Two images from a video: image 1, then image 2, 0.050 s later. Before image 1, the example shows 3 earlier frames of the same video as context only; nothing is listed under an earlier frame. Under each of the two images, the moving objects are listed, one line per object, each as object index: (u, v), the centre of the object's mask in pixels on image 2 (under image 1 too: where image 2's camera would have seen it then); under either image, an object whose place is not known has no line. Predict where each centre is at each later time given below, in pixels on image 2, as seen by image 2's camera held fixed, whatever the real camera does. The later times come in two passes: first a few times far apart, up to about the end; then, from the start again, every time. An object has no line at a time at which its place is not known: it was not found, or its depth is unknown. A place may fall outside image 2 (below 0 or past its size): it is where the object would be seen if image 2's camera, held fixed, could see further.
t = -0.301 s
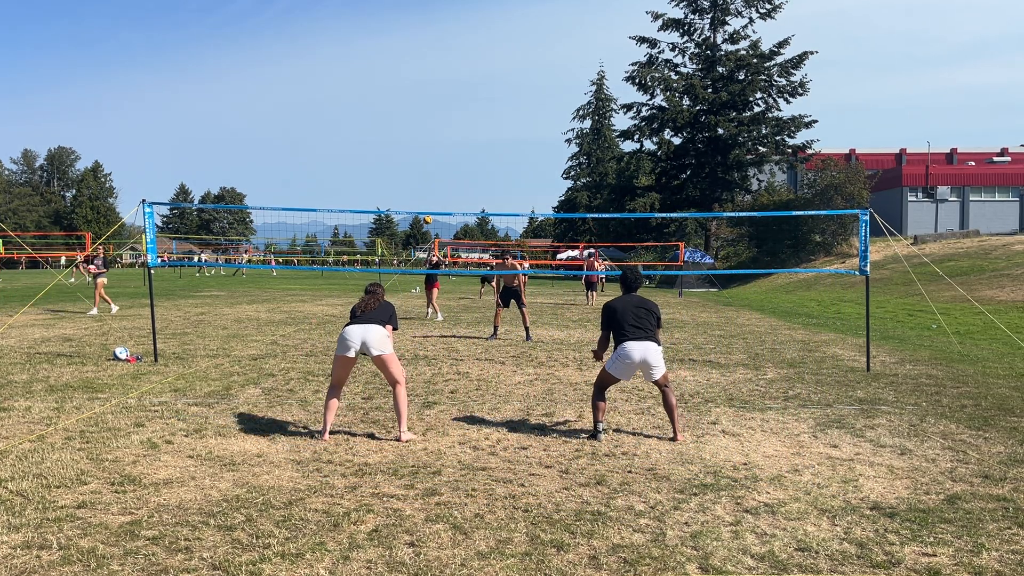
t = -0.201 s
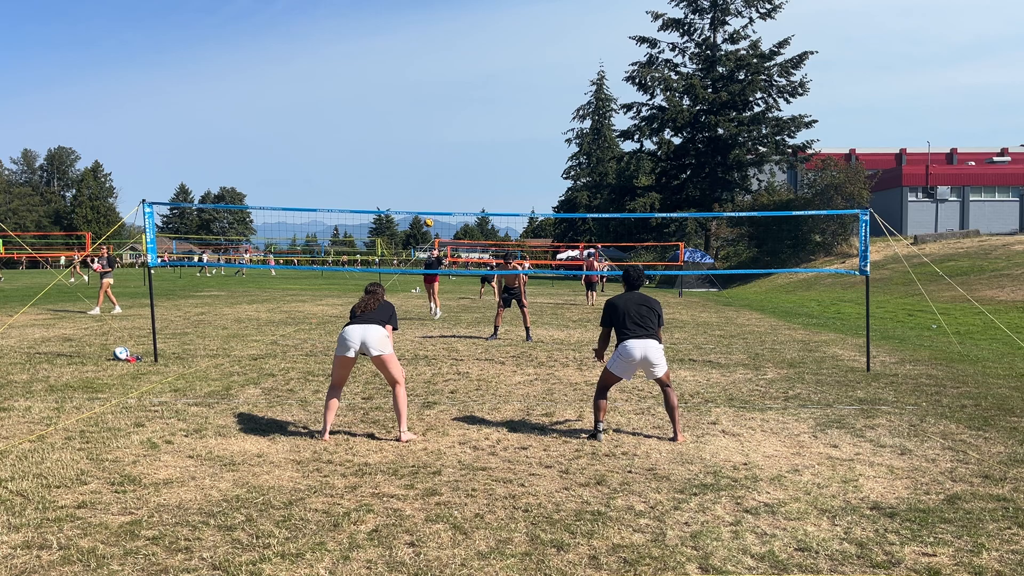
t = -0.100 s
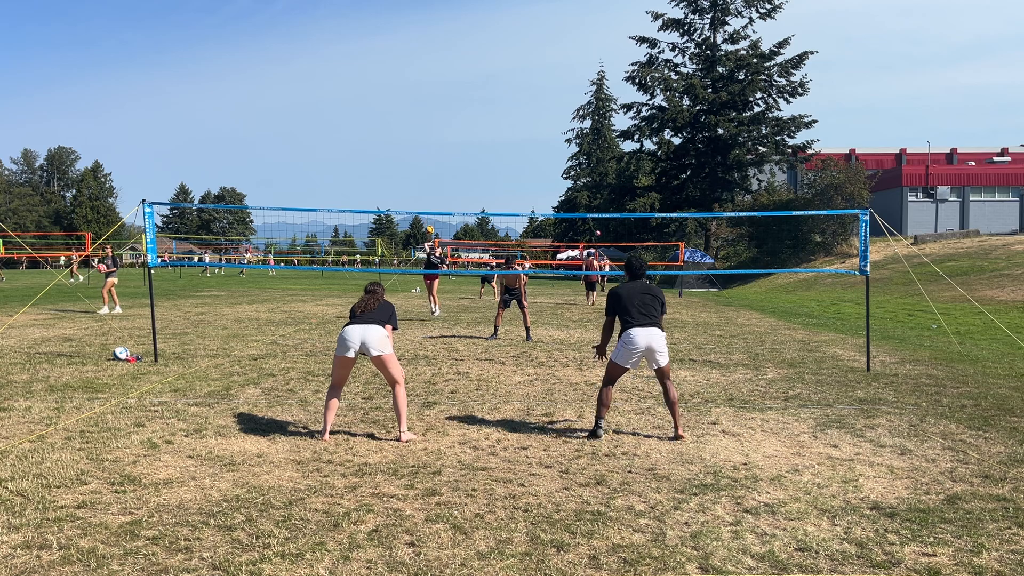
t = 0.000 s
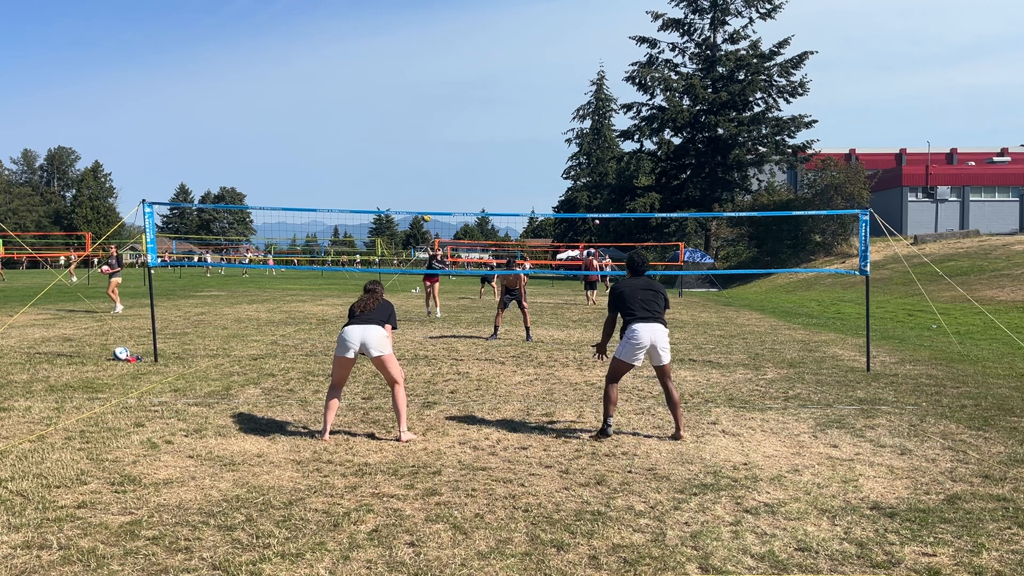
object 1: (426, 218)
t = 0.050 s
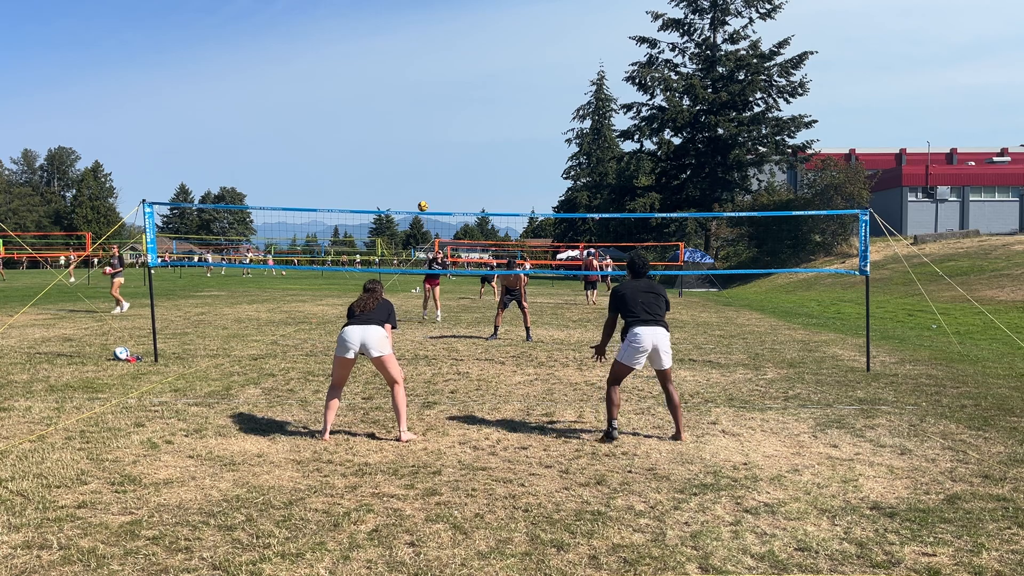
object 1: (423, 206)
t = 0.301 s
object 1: (405, 163)
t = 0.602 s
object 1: (384, 151)
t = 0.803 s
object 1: (367, 186)
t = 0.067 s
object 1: (421, 203)
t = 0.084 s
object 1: (420, 199)
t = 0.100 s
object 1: (419, 196)
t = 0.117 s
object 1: (418, 193)
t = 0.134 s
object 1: (417, 189)
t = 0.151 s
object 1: (415, 186)
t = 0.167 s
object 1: (414, 183)
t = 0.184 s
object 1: (413, 180)
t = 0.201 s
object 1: (412, 178)
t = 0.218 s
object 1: (411, 175)
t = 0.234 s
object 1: (410, 172)
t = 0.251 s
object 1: (409, 170)
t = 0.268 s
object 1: (408, 168)
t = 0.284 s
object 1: (407, 165)
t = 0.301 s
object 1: (405, 163)
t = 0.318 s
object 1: (404, 161)
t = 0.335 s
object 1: (403, 159)
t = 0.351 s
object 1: (402, 157)
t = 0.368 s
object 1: (401, 156)
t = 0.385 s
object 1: (400, 154)
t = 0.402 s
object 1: (399, 153)
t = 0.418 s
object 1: (398, 152)
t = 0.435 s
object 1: (396, 151)
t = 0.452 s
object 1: (395, 150)
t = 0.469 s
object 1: (394, 149)
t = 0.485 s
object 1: (393, 149)
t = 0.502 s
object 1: (391, 148)
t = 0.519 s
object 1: (390, 148)
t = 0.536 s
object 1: (389, 148)
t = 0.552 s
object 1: (388, 149)
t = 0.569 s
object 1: (386, 149)
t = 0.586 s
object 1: (385, 150)
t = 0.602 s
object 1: (384, 151)
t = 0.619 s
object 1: (382, 152)
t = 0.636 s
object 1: (381, 154)
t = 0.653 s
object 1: (380, 155)
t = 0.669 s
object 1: (378, 157)
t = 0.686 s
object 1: (377, 160)
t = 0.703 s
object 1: (375, 162)
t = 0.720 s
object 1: (374, 165)
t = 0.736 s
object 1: (372, 168)
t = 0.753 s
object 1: (371, 172)
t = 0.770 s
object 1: (369, 176)
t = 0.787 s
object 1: (368, 181)
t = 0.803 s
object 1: (367, 186)
